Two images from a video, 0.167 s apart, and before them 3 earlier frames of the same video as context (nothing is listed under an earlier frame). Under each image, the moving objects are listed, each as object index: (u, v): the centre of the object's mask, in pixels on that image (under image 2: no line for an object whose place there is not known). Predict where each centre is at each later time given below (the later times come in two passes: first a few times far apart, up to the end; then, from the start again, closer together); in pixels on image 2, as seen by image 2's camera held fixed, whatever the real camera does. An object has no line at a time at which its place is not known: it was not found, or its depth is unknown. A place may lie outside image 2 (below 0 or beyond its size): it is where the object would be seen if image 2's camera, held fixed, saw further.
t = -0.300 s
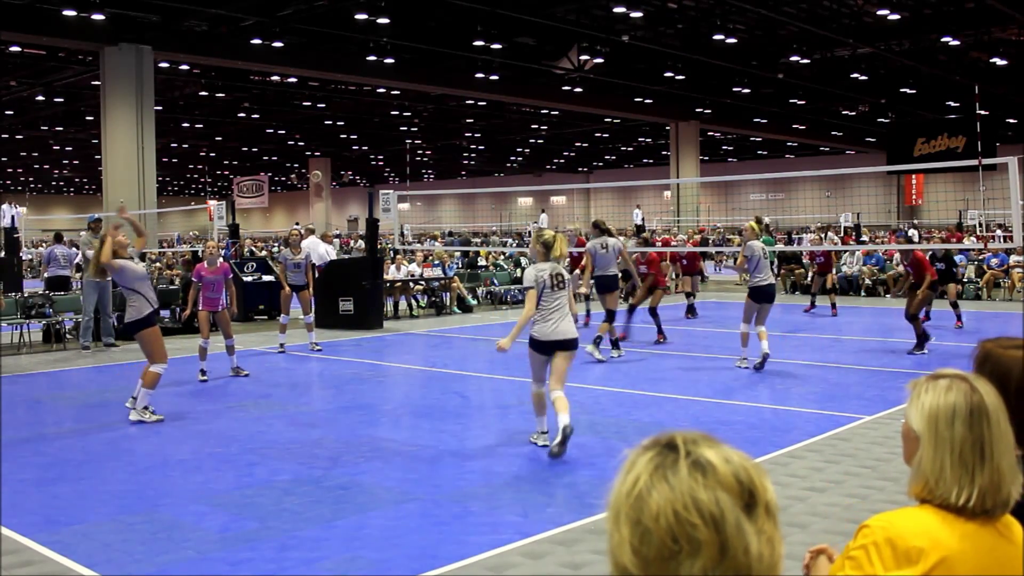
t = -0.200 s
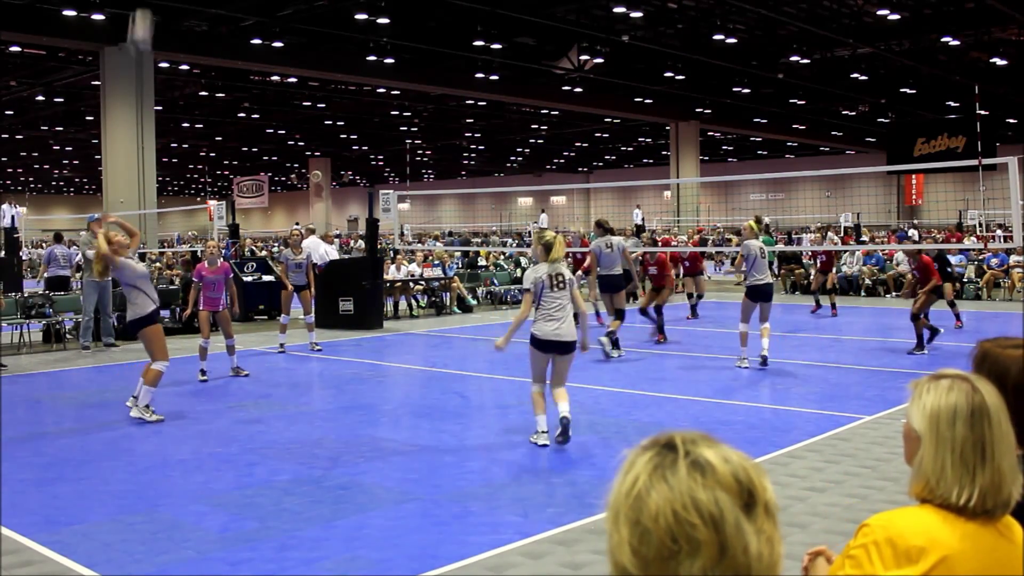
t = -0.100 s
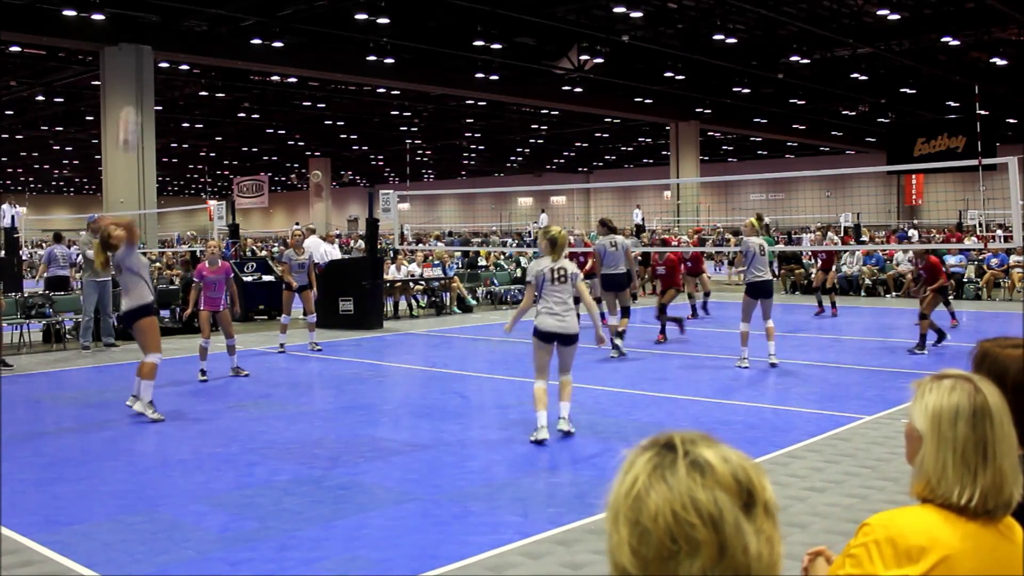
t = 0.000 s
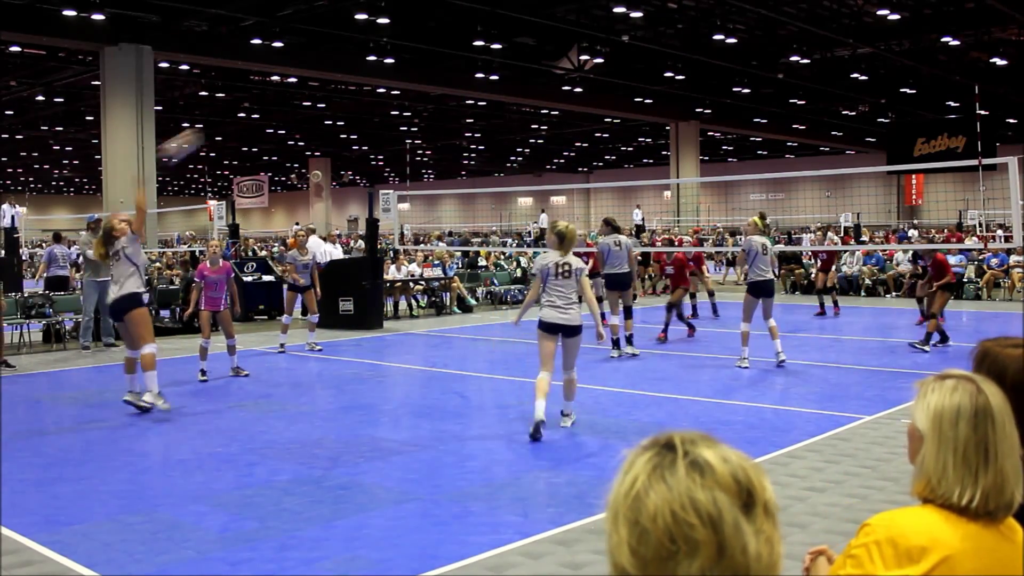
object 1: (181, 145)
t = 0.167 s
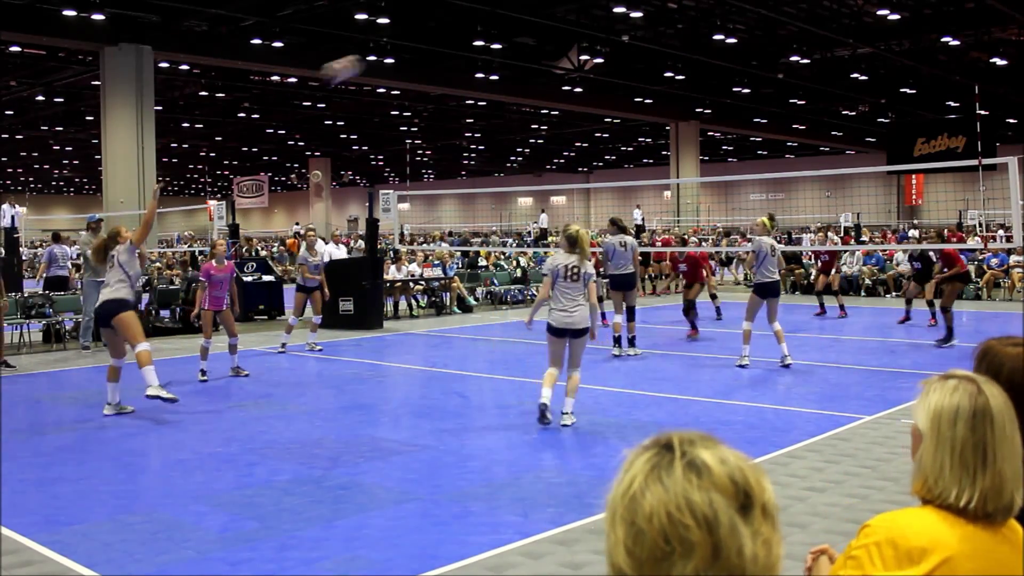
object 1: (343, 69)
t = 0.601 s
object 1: (667, 49)
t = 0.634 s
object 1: (687, 56)
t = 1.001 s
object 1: (868, 175)
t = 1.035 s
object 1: (880, 189)
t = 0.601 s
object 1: (667, 49)
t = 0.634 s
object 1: (687, 56)
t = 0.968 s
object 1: (852, 159)
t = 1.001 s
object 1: (868, 175)
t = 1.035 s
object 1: (880, 189)
